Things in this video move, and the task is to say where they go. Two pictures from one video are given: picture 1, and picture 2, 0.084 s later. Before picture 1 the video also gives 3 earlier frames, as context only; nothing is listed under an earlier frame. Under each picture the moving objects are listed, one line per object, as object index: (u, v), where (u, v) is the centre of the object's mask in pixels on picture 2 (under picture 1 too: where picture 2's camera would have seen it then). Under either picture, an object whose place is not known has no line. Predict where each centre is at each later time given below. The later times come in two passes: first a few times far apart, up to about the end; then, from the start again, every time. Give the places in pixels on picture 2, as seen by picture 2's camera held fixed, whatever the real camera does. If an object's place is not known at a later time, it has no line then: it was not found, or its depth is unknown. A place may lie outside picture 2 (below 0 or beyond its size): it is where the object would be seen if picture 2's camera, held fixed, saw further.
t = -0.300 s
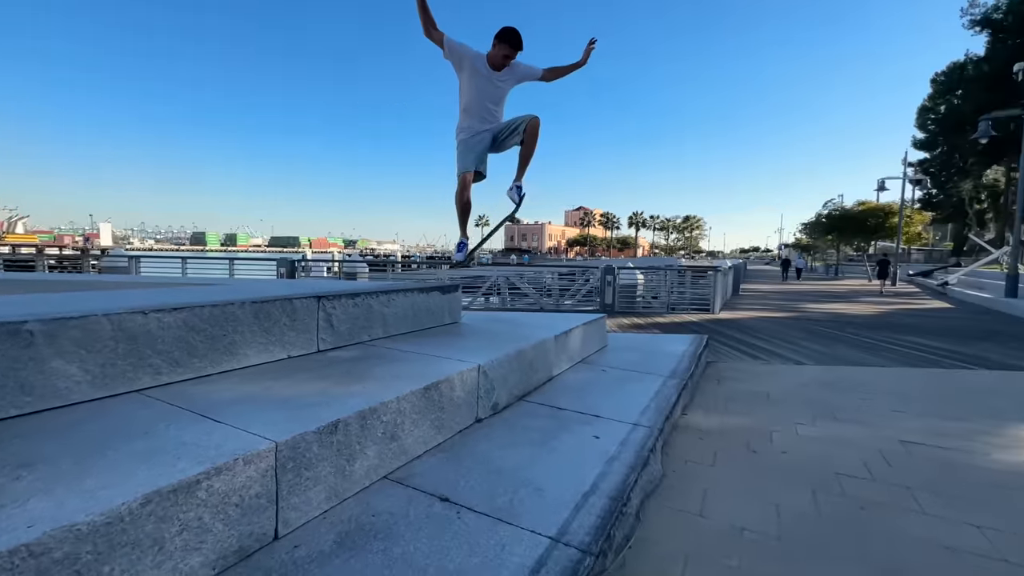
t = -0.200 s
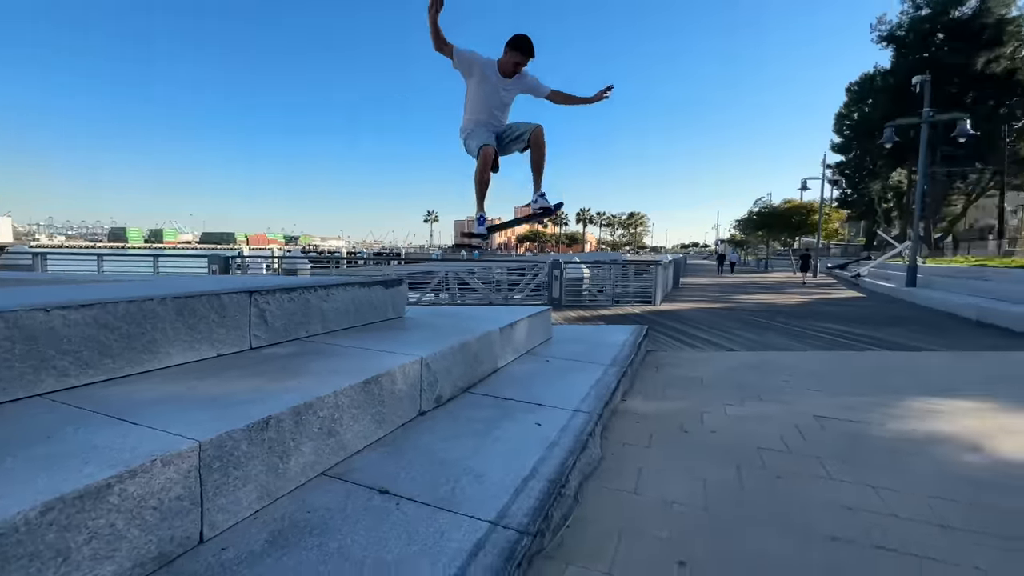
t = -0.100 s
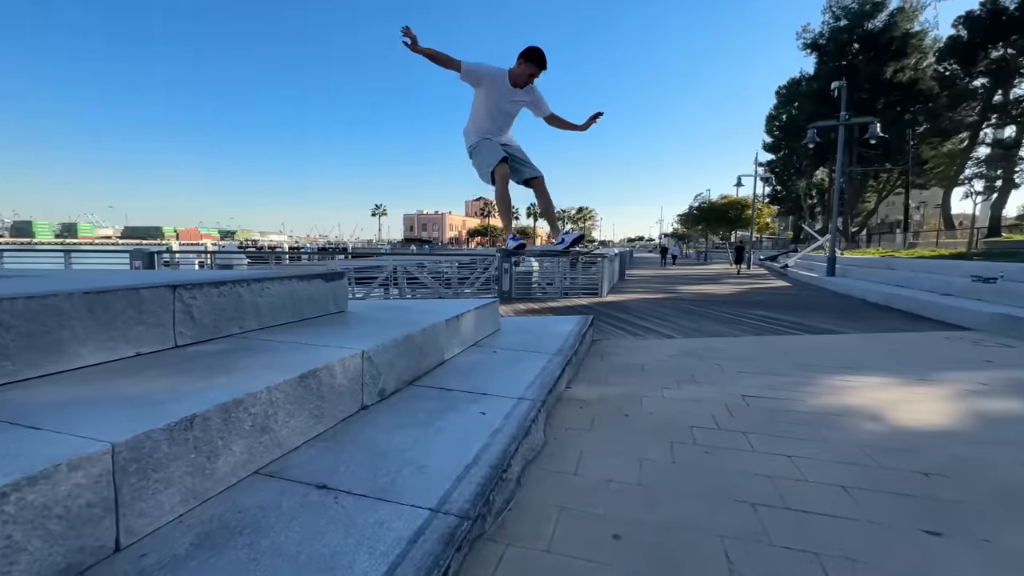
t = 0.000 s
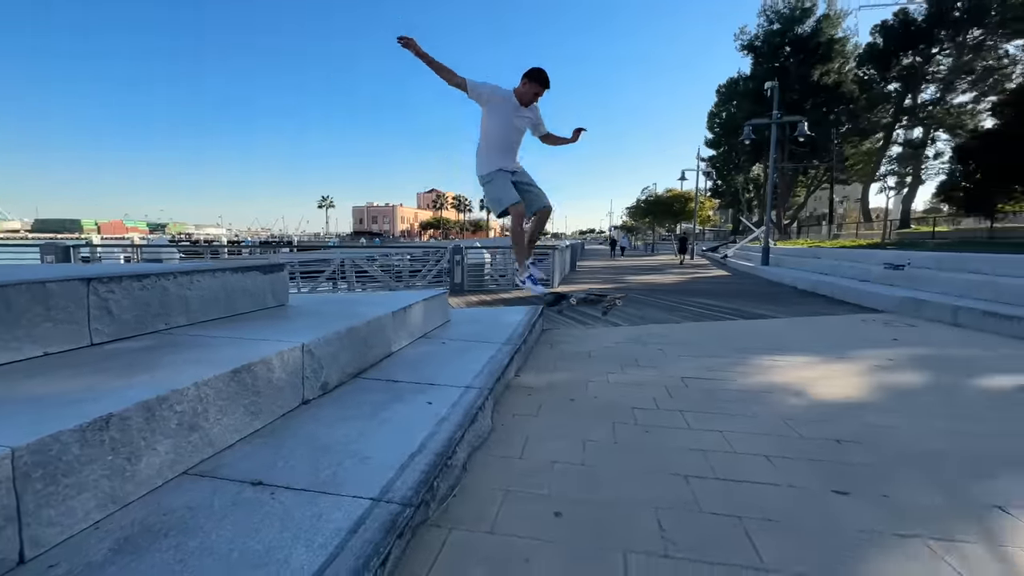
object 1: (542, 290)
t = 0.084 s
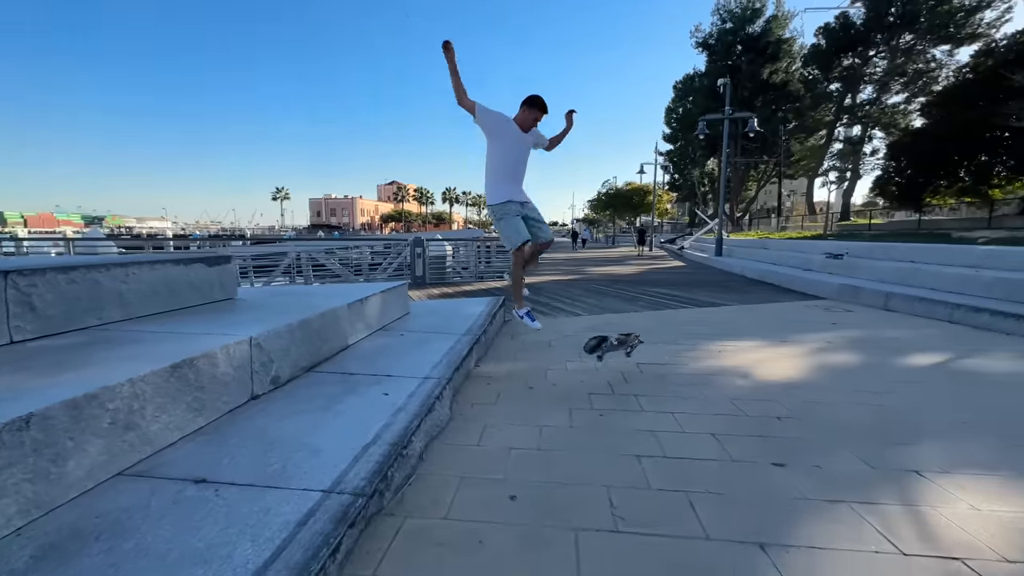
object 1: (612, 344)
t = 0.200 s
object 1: (710, 363)
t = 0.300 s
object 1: (773, 359)
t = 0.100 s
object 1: (627, 356)
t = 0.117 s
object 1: (642, 366)
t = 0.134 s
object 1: (658, 363)
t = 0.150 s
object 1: (672, 359)
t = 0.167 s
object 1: (685, 360)
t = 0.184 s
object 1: (696, 362)
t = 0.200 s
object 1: (710, 363)
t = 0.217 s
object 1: (722, 364)
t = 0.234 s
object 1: (735, 364)
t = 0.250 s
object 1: (744, 360)
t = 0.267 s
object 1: (754, 360)
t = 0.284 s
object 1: (762, 360)
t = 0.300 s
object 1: (773, 359)
